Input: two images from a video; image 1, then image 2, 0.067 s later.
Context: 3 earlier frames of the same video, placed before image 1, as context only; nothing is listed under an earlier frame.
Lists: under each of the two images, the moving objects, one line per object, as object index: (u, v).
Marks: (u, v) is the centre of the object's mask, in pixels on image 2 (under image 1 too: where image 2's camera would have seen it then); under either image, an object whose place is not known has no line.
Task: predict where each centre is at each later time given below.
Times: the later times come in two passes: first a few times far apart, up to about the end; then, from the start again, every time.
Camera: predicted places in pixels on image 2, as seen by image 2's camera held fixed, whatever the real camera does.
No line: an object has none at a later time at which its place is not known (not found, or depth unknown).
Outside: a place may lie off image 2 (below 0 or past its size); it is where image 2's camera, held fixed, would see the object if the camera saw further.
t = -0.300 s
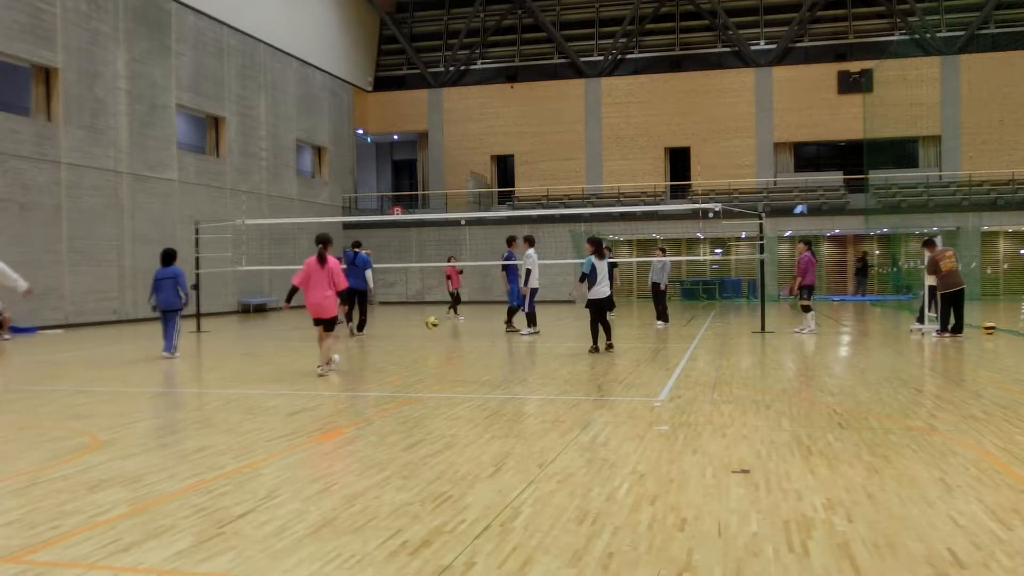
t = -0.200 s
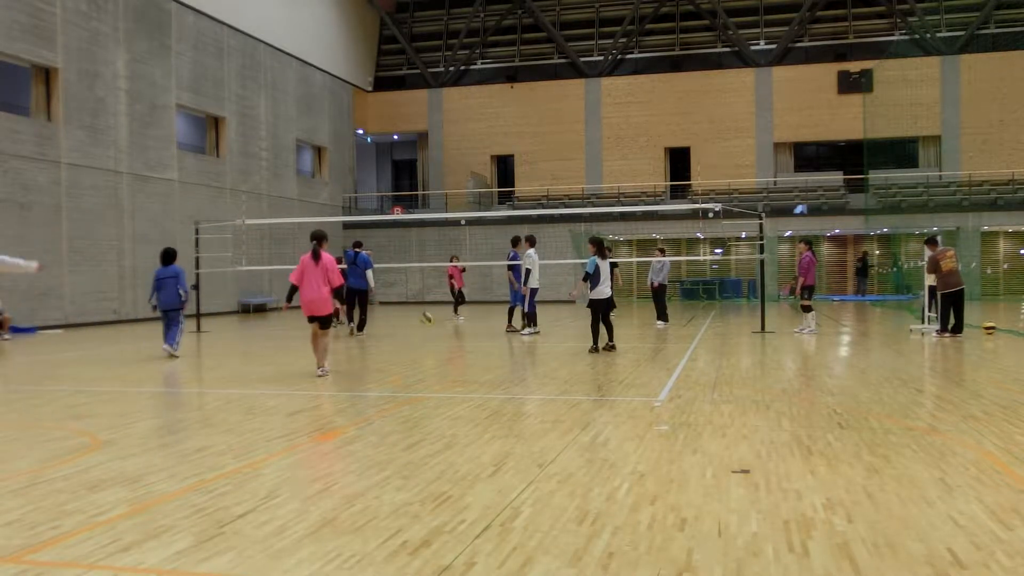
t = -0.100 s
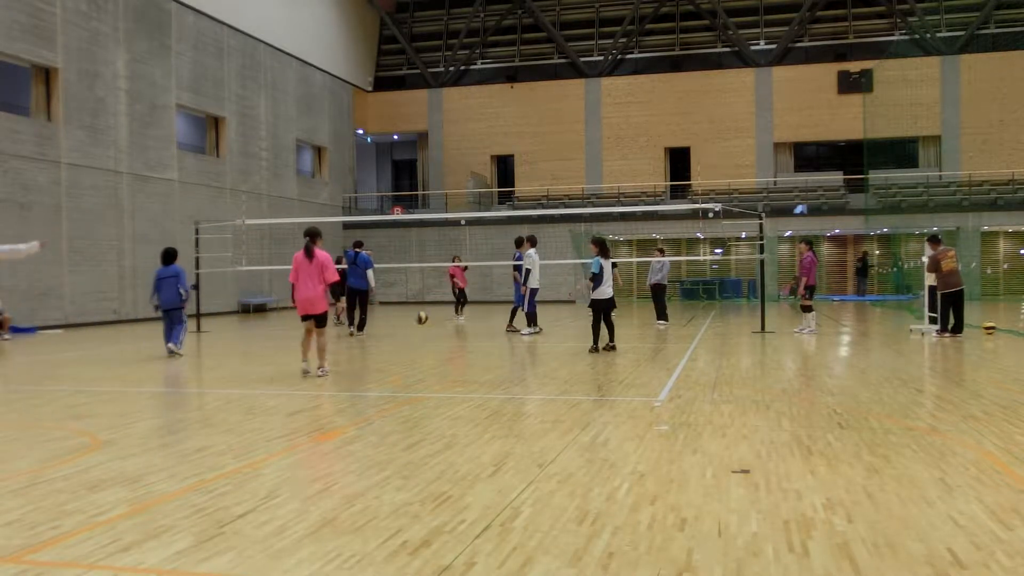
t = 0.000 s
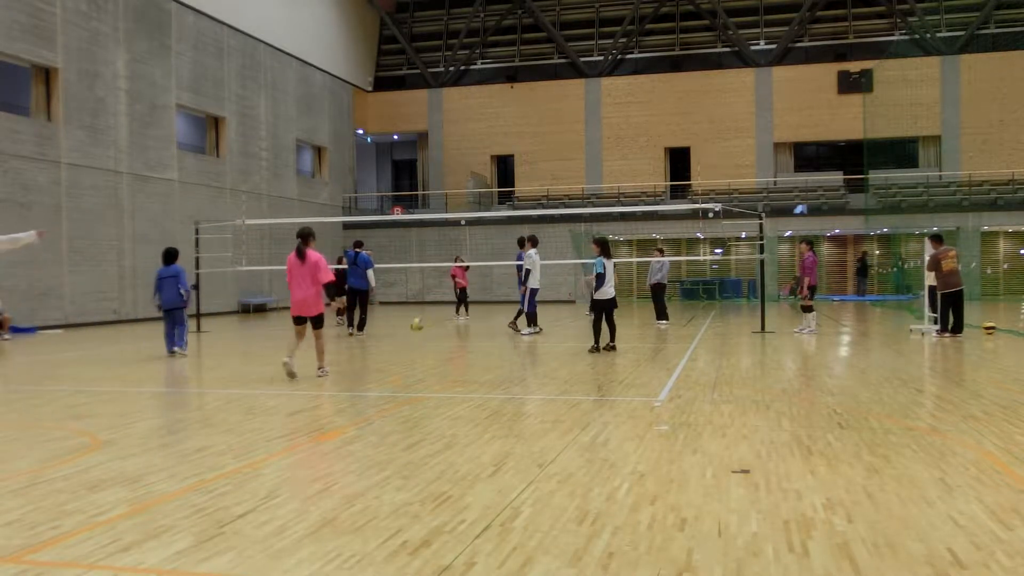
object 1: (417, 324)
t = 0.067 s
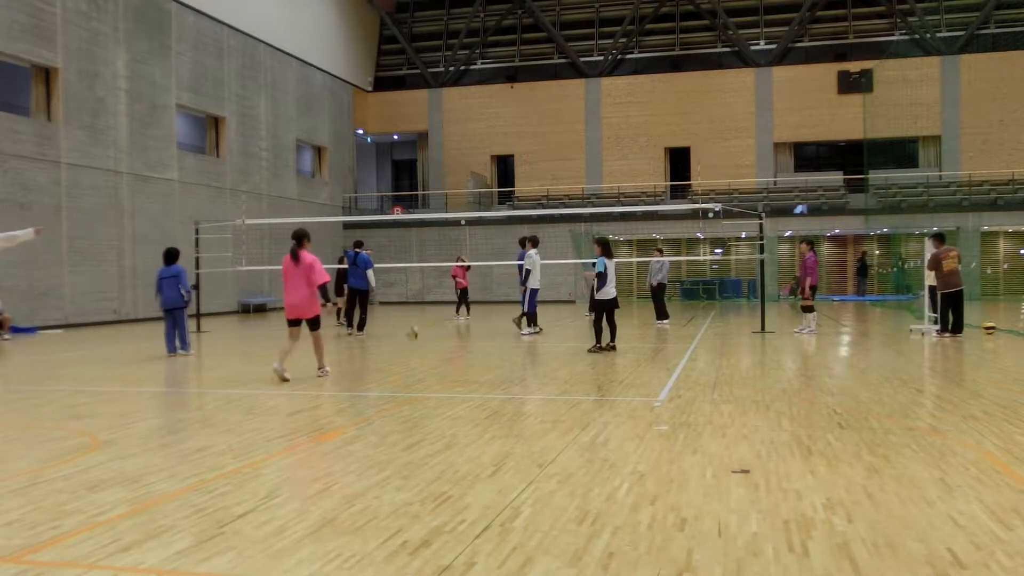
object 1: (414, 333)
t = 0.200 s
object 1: (406, 331)
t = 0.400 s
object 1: (396, 329)
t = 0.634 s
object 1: (383, 339)
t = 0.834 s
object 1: (371, 341)
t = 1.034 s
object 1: (359, 343)
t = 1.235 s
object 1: (347, 354)
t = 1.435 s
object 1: (333, 355)
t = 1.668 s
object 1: (317, 361)
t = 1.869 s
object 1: (303, 363)
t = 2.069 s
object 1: (288, 366)
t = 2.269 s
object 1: (272, 371)
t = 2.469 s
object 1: (256, 375)
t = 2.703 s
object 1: (235, 381)
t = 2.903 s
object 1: (216, 385)
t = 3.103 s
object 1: (196, 392)
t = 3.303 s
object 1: (175, 397)
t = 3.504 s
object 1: (152, 402)
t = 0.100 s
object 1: (412, 339)
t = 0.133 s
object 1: (410, 338)
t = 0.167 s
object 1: (408, 334)
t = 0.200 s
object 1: (406, 331)
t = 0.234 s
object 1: (405, 329)
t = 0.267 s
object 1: (403, 328)
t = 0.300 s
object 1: (401, 327)
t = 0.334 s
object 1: (399, 327)
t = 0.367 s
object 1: (397, 328)
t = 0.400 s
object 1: (396, 329)
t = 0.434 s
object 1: (394, 331)
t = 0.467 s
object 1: (393, 334)
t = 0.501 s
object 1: (391, 338)
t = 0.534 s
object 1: (388, 343)
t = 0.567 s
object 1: (387, 344)
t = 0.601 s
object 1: (385, 341)
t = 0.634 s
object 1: (383, 339)
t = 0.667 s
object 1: (380, 337)
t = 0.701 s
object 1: (380, 336)
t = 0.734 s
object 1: (378, 336)
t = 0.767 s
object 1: (375, 337)
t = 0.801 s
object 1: (373, 338)
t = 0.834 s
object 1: (371, 341)
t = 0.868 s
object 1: (369, 344)
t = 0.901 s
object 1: (367, 348)
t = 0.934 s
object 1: (366, 348)
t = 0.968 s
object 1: (362, 345)
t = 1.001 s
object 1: (362, 344)
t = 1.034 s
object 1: (359, 343)
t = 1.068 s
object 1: (357, 343)
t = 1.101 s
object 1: (355, 344)
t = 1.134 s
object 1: (353, 346)
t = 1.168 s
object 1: (351, 349)
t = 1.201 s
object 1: (349, 352)
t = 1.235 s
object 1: (347, 354)
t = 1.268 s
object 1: (344, 351)
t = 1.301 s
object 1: (343, 350)
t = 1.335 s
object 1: (340, 350)
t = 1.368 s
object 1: (337, 351)
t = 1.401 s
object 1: (335, 352)
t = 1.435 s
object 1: (333, 355)
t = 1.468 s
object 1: (331, 358)
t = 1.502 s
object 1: (329, 357)
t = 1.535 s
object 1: (326, 355)
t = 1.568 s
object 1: (324, 356)
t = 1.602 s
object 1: (322, 356)
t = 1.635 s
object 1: (320, 359)
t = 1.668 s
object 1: (317, 361)
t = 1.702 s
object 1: (315, 359)
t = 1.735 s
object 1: (312, 359)
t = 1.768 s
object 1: (310, 359)
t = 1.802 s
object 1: (307, 360)
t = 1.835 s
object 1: (305, 363)
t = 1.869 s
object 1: (303, 363)
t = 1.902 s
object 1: (300, 363)
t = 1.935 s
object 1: (298, 364)
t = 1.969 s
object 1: (295, 365)
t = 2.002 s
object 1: (293, 366)
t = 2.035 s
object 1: (290, 365)
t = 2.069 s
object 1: (288, 366)
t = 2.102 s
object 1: (285, 368)
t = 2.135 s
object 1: (283, 369)
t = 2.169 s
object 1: (280, 369)
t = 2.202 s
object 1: (277, 369)
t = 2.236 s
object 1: (275, 370)
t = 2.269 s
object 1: (272, 371)
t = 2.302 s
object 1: (269, 371)
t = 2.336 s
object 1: (267, 373)
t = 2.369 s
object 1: (264, 373)
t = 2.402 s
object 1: (261, 374)
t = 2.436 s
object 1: (258, 375)
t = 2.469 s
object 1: (256, 375)
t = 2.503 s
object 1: (253, 376)
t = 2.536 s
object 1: (250, 377)
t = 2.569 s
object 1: (247, 377)
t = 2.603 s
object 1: (244, 379)
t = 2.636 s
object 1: (241, 379)
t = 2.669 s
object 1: (238, 380)
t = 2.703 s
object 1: (235, 381)
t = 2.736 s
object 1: (232, 381)
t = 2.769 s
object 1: (229, 382)
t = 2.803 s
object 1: (226, 383)
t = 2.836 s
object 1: (223, 384)
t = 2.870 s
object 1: (219, 384)
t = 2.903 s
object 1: (216, 385)
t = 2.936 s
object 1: (213, 387)
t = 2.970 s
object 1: (209, 387)
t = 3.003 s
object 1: (206, 389)
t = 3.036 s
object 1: (203, 389)
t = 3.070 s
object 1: (200, 389)
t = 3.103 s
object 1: (196, 392)
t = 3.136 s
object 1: (193, 392)
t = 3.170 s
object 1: (190, 393)
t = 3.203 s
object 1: (186, 394)
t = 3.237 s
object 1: (182, 394)
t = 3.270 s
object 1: (179, 395)
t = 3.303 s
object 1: (175, 397)
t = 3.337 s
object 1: (171, 398)
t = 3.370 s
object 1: (167, 399)
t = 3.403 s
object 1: (164, 399)
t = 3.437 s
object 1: (160, 400)
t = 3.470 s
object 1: (156, 402)
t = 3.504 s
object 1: (152, 402)
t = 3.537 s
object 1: (149, 403)
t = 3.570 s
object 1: (145, 404)
